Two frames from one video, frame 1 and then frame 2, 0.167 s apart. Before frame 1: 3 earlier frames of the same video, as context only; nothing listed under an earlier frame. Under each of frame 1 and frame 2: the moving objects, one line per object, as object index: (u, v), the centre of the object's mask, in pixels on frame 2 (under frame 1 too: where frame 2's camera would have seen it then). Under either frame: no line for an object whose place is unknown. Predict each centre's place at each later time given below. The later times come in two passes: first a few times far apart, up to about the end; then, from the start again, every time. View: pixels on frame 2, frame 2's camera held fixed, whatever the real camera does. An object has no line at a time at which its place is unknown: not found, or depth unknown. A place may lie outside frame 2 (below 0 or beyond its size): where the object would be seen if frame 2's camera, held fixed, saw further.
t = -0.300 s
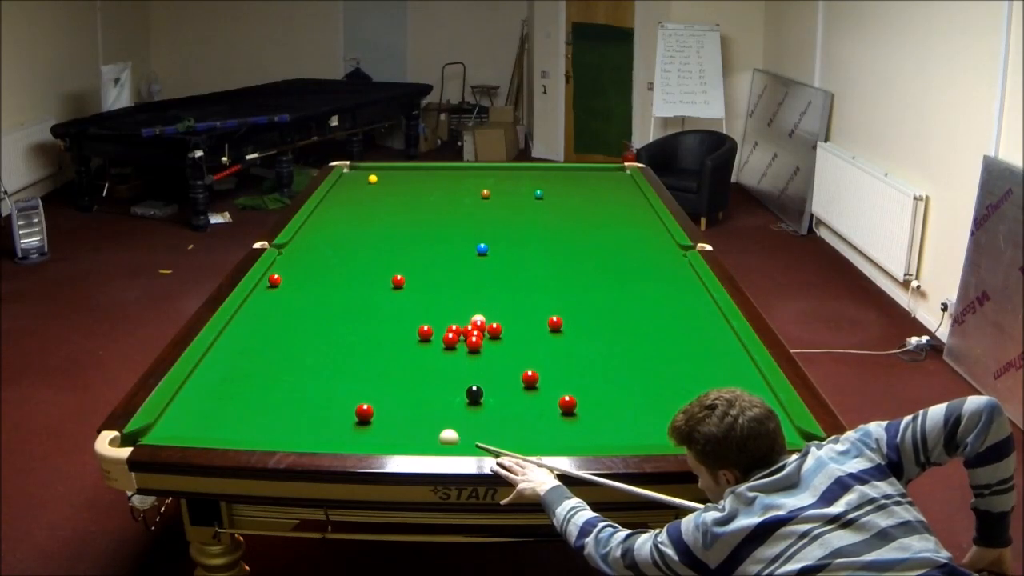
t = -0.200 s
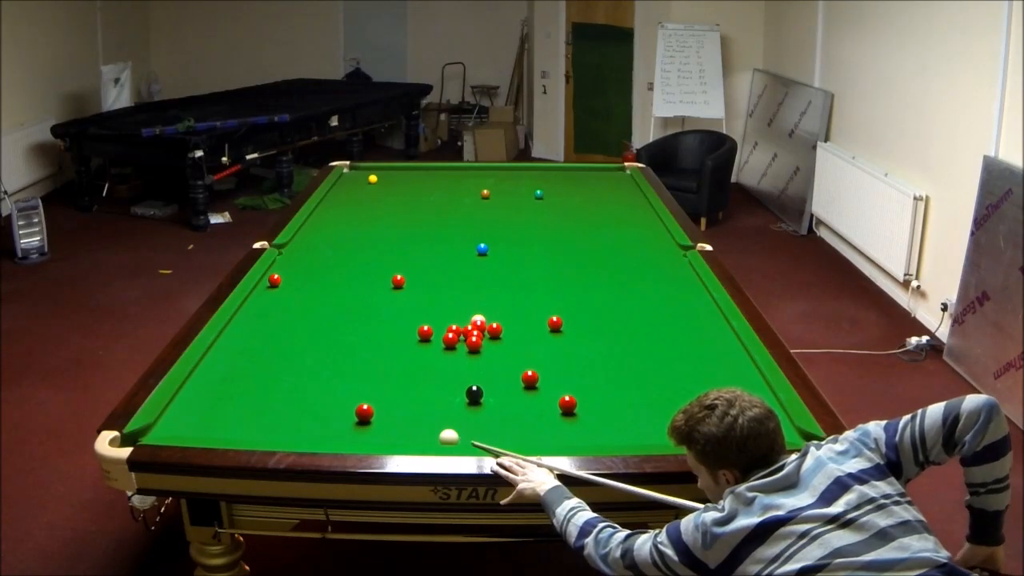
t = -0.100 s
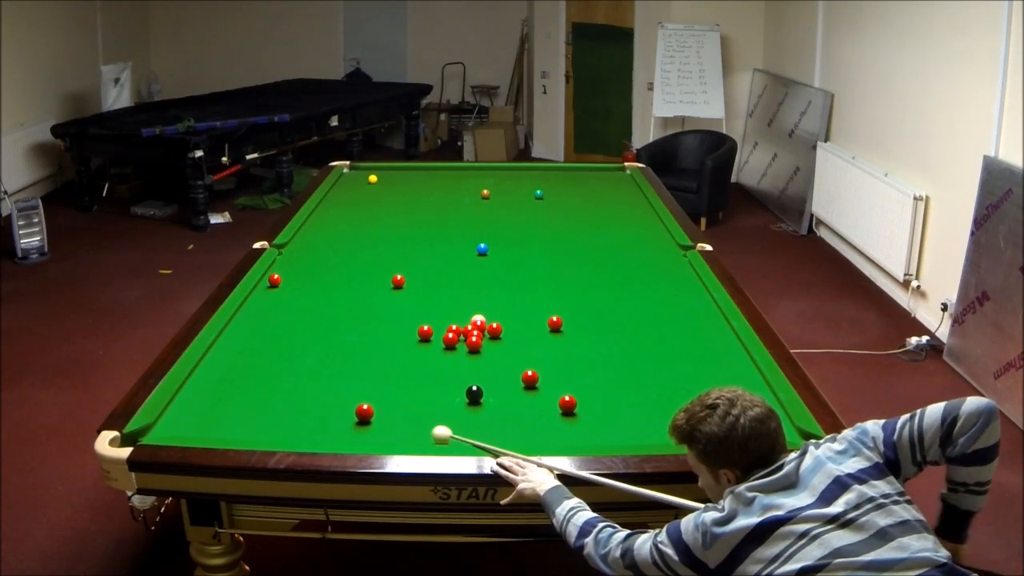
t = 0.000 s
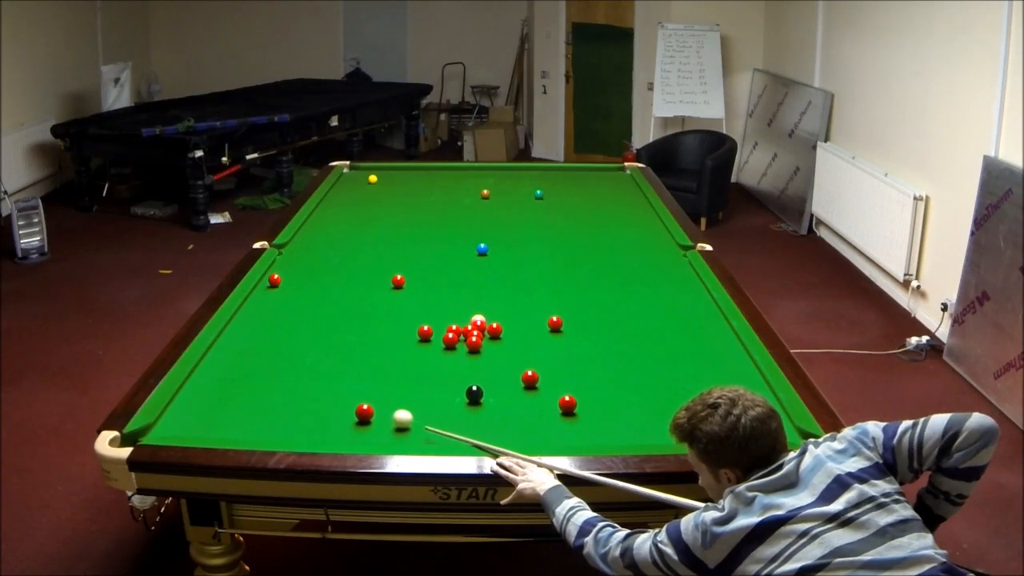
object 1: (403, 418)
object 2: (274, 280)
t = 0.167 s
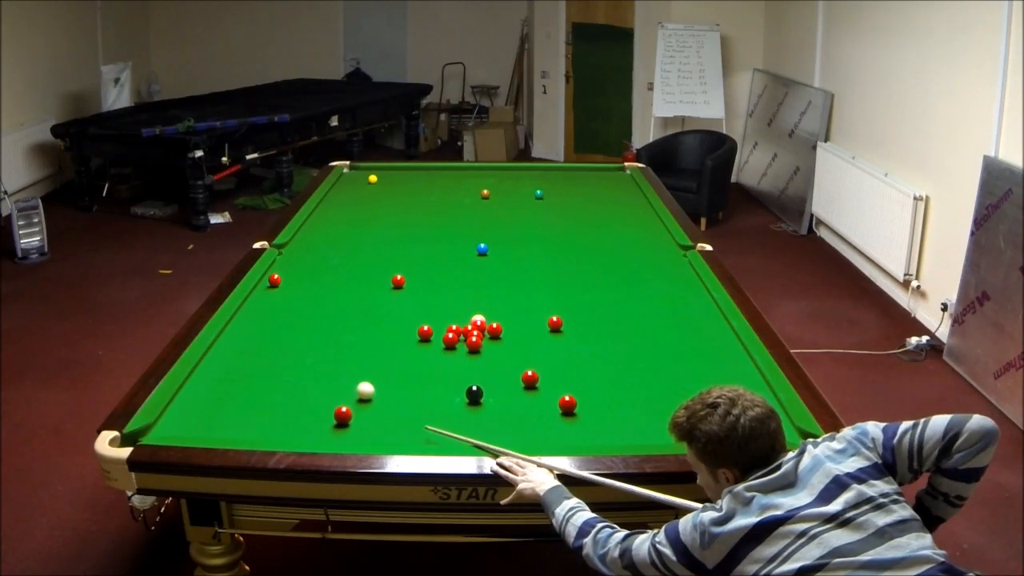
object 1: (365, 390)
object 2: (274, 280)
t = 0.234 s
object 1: (355, 380)
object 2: (274, 280)
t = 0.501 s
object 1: (318, 343)
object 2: (274, 280)
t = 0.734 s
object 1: (292, 317)
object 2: (274, 280)
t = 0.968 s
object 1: (269, 294)
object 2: (274, 280)
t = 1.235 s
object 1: (265, 282)
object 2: (291, 273)
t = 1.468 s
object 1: (267, 278)
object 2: (313, 265)
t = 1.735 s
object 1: (271, 274)
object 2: (337, 257)
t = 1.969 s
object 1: (274, 270)
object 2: (355, 250)
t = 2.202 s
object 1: (277, 268)
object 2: (373, 243)
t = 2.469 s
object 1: (280, 265)
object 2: (391, 237)
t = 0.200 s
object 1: (360, 385)
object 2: (274, 280)
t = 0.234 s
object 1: (355, 380)
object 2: (274, 280)
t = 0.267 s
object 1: (349, 375)
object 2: (274, 280)
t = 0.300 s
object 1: (345, 370)
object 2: (274, 280)
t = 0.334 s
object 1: (340, 365)
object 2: (274, 280)
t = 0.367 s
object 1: (335, 361)
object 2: (274, 280)
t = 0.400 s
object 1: (331, 356)
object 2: (274, 280)
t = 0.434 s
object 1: (326, 352)
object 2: (274, 280)
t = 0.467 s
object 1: (322, 347)
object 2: (274, 280)
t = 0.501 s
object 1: (318, 343)
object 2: (274, 280)
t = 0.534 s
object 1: (314, 339)
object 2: (274, 280)
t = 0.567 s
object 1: (310, 335)
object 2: (274, 280)
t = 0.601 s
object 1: (306, 331)
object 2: (274, 280)
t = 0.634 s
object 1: (302, 328)
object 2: (274, 280)
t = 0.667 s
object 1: (299, 324)
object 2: (274, 280)
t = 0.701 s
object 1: (295, 320)
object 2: (274, 280)
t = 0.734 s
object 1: (292, 317)
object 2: (274, 280)
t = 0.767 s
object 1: (288, 313)
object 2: (274, 280)
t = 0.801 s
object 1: (285, 310)
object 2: (274, 280)
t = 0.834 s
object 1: (282, 307)
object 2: (274, 280)
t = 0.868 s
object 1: (279, 303)
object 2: (274, 280)
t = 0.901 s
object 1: (275, 300)
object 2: (274, 280)
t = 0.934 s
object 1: (272, 297)
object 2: (274, 280)
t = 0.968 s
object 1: (269, 294)
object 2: (274, 280)
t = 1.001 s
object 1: (267, 291)
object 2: (274, 279)
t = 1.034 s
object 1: (264, 288)
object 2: (274, 280)
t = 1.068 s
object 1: (261, 285)
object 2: (274, 280)
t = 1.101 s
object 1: (265, 283)
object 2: (276, 279)
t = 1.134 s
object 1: (265, 283)
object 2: (279, 278)
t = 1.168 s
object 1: (265, 283)
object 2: (284, 276)
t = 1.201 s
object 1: (265, 282)
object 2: (288, 275)
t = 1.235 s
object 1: (265, 282)
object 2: (291, 273)
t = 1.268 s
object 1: (265, 281)
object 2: (295, 272)
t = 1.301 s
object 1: (265, 281)
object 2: (298, 271)
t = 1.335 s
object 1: (265, 280)
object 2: (301, 270)
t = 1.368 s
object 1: (265, 280)
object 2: (304, 269)
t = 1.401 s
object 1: (266, 279)
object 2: (307, 267)
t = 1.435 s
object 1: (266, 278)
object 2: (310, 266)
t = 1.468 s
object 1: (267, 278)
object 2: (313, 265)
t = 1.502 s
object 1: (267, 277)
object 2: (316, 264)
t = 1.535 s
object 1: (268, 277)
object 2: (319, 263)
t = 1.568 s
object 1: (268, 276)
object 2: (322, 262)
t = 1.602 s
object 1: (269, 276)
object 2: (325, 261)
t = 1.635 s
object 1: (270, 275)
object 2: (328, 260)
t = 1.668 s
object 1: (270, 275)
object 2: (331, 259)
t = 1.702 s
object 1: (271, 274)
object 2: (334, 258)
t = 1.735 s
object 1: (271, 274)
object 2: (337, 257)
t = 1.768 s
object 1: (272, 273)
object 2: (339, 255)
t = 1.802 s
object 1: (272, 273)
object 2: (342, 255)
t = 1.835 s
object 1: (273, 272)
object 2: (345, 254)
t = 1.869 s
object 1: (273, 272)
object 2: (348, 252)
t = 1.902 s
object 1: (274, 271)
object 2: (350, 251)
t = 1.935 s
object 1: (274, 271)
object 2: (353, 251)
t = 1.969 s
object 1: (274, 270)
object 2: (355, 250)
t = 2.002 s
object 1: (275, 270)
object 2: (358, 249)
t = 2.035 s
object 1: (275, 270)
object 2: (361, 248)
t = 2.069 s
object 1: (276, 269)
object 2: (363, 247)
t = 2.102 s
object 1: (276, 269)
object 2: (366, 246)
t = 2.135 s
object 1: (276, 268)
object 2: (368, 245)
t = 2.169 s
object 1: (277, 268)
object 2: (370, 244)
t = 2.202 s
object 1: (277, 268)
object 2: (373, 243)
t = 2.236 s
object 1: (278, 267)
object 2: (375, 243)
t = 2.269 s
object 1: (278, 267)
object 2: (378, 242)
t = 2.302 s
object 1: (278, 266)
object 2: (380, 241)
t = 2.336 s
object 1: (279, 266)
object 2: (382, 240)
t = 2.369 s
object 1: (279, 266)
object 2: (384, 239)
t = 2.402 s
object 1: (279, 265)
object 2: (387, 238)
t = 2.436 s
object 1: (280, 265)
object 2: (389, 237)
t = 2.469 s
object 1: (280, 265)
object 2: (391, 237)
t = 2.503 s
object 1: (280, 264)
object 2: (393, 236)
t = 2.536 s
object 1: (281, 264)
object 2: (395, 235)
